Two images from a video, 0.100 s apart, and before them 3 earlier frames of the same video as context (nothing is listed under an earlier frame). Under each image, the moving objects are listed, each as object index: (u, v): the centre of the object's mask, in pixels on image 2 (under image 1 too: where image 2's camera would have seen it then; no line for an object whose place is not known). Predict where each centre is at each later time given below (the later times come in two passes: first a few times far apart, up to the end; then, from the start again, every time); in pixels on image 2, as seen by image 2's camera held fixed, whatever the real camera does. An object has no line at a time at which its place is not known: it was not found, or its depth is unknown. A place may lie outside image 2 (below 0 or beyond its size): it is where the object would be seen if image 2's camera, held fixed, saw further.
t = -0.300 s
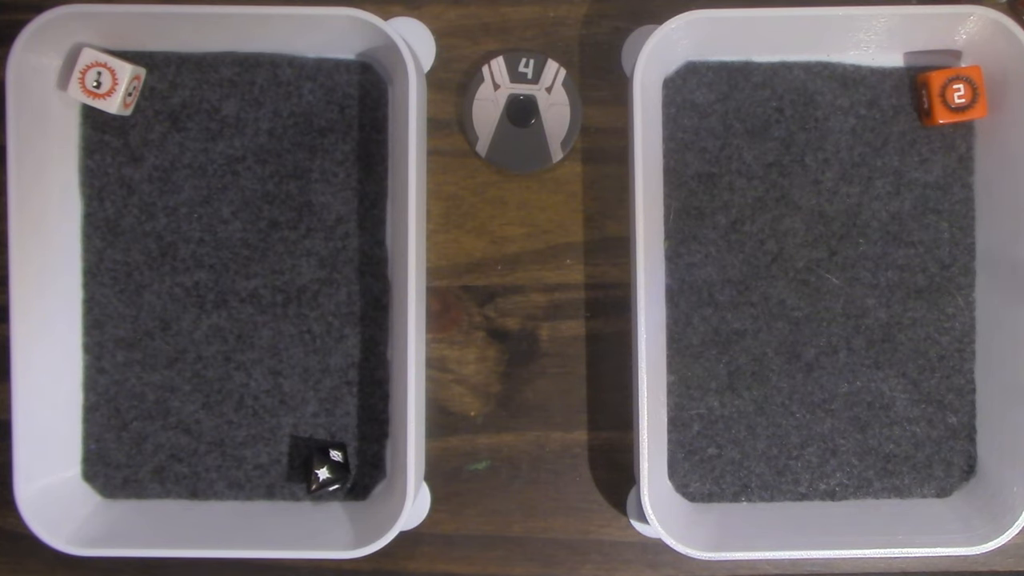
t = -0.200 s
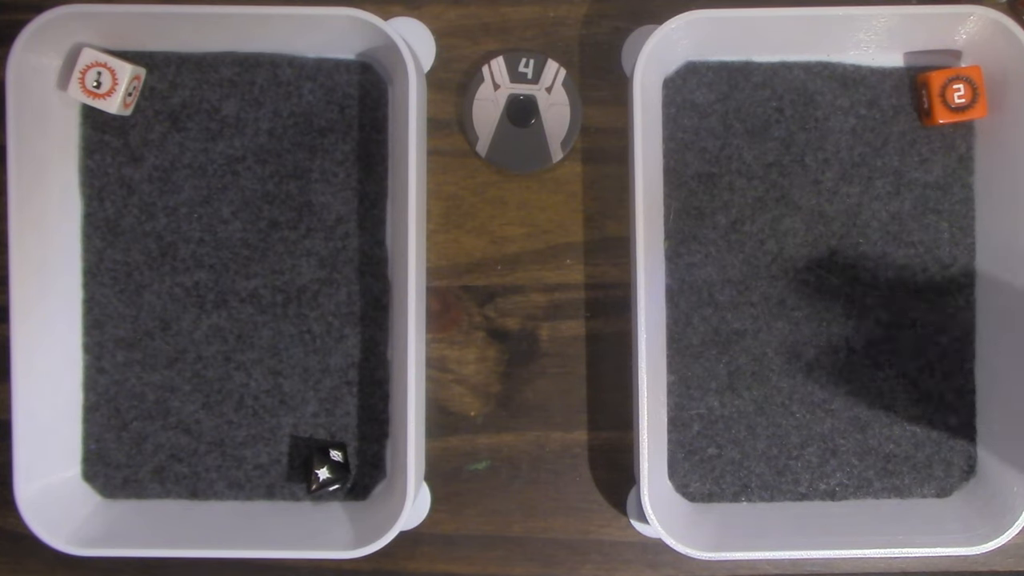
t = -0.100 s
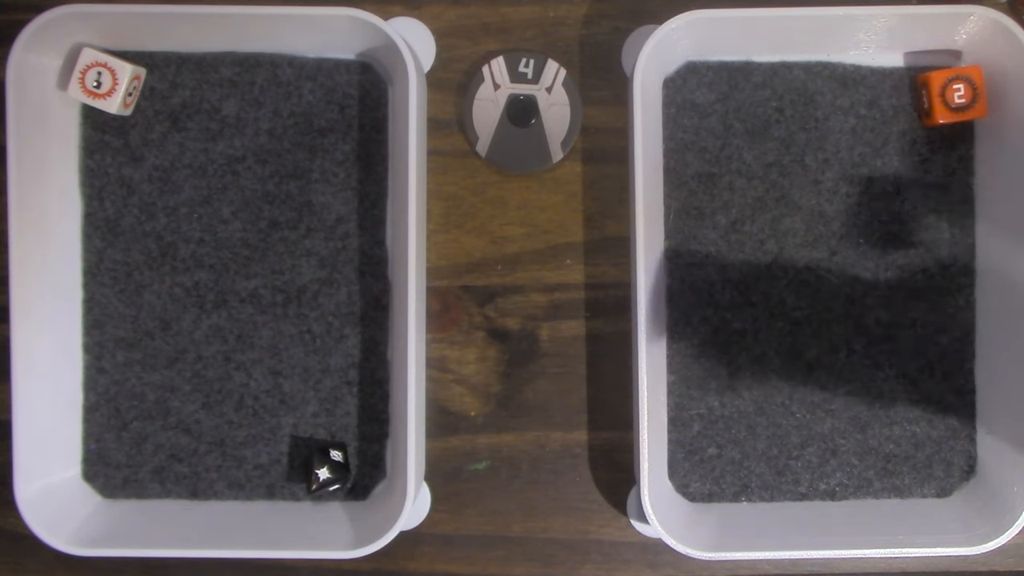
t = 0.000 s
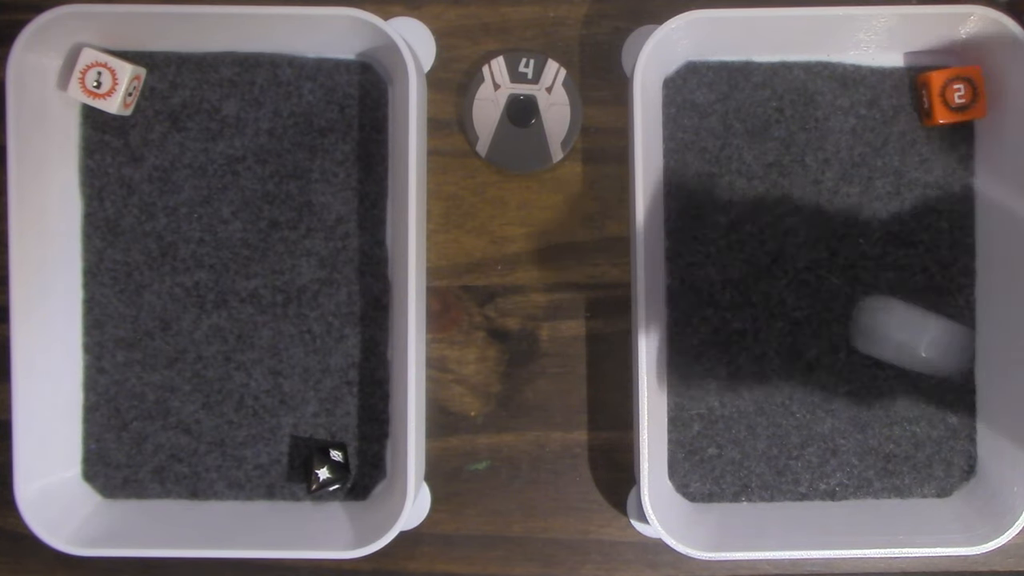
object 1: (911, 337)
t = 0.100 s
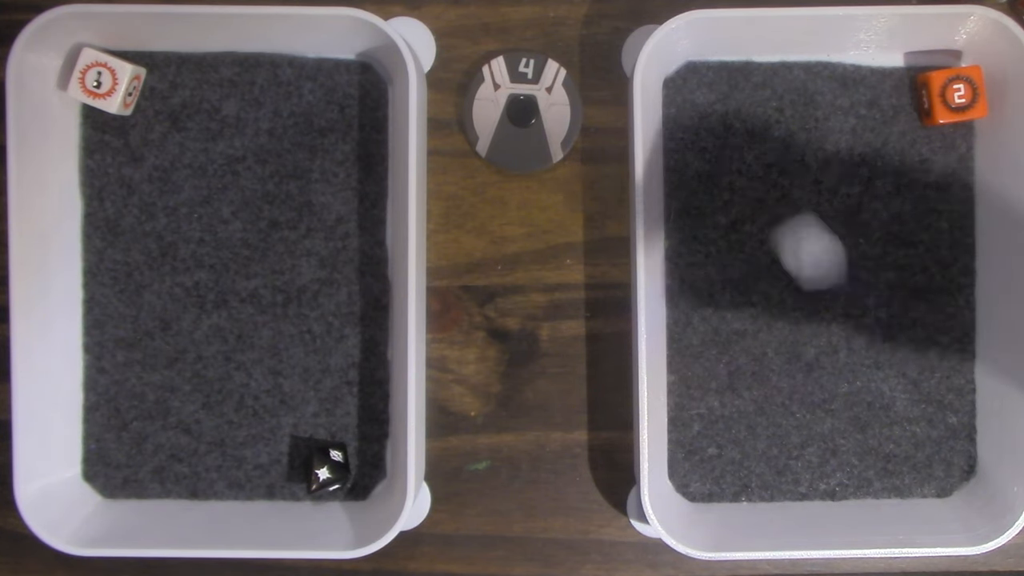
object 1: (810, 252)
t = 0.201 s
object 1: (768, 151)
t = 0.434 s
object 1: (797, 122)
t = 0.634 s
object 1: (788, 146)
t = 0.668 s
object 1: (788, 146)
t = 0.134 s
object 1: (789, 222)
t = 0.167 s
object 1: (779, 184)
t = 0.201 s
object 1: (768, 151)
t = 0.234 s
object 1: (766, 112)
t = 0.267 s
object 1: (772, 77)
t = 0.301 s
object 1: (784, 84)
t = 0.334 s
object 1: (789, 96)
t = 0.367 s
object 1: (796, 106)
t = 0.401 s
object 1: (798, 115)
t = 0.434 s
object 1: (797, 122)
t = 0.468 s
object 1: (795, 129)
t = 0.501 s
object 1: (786, 138)
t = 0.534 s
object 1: (782, 140)
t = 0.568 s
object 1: (786, 145)
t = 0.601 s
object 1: (788, 146)
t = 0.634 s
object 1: (788, 146)
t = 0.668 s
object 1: (788, 146)
